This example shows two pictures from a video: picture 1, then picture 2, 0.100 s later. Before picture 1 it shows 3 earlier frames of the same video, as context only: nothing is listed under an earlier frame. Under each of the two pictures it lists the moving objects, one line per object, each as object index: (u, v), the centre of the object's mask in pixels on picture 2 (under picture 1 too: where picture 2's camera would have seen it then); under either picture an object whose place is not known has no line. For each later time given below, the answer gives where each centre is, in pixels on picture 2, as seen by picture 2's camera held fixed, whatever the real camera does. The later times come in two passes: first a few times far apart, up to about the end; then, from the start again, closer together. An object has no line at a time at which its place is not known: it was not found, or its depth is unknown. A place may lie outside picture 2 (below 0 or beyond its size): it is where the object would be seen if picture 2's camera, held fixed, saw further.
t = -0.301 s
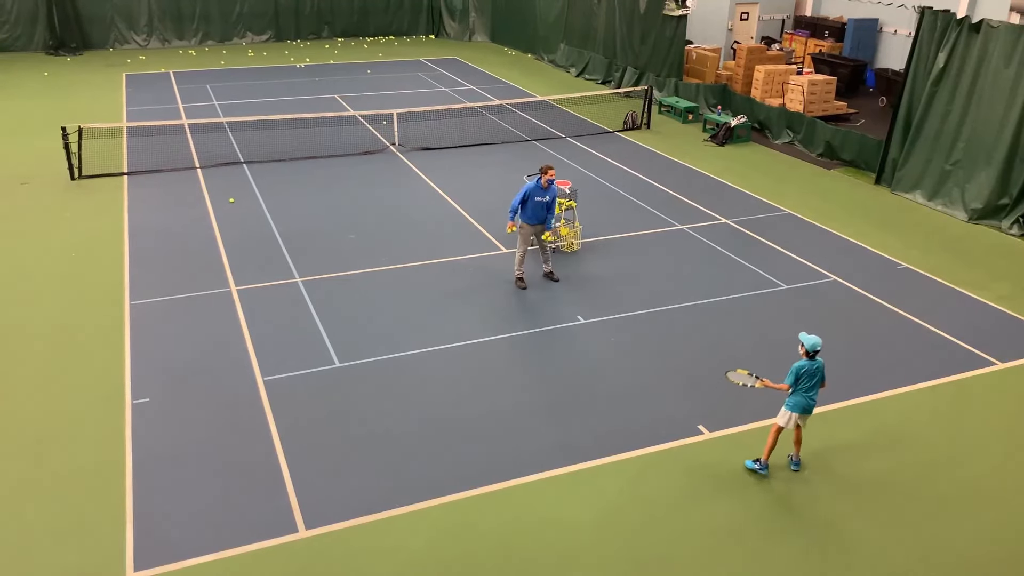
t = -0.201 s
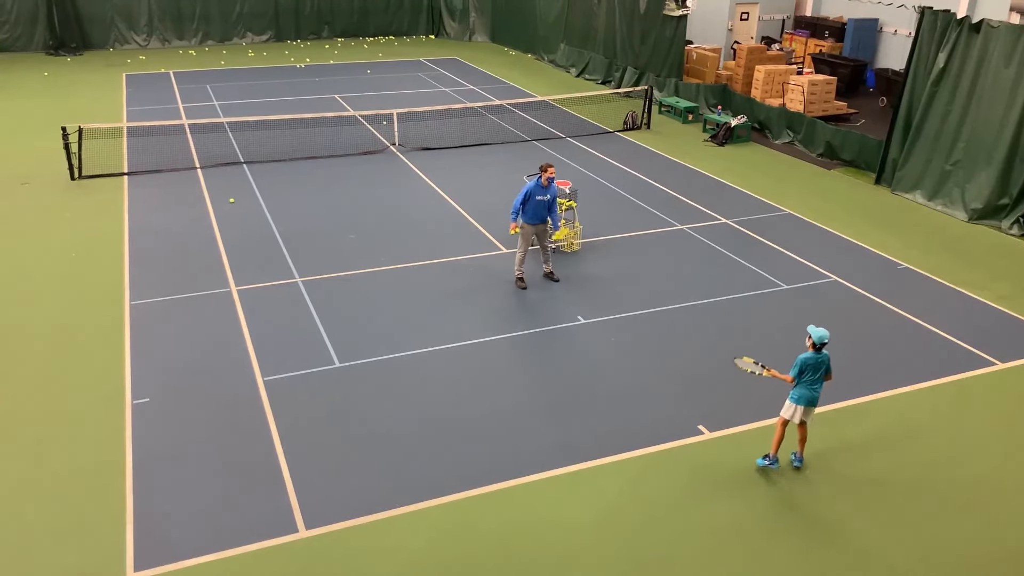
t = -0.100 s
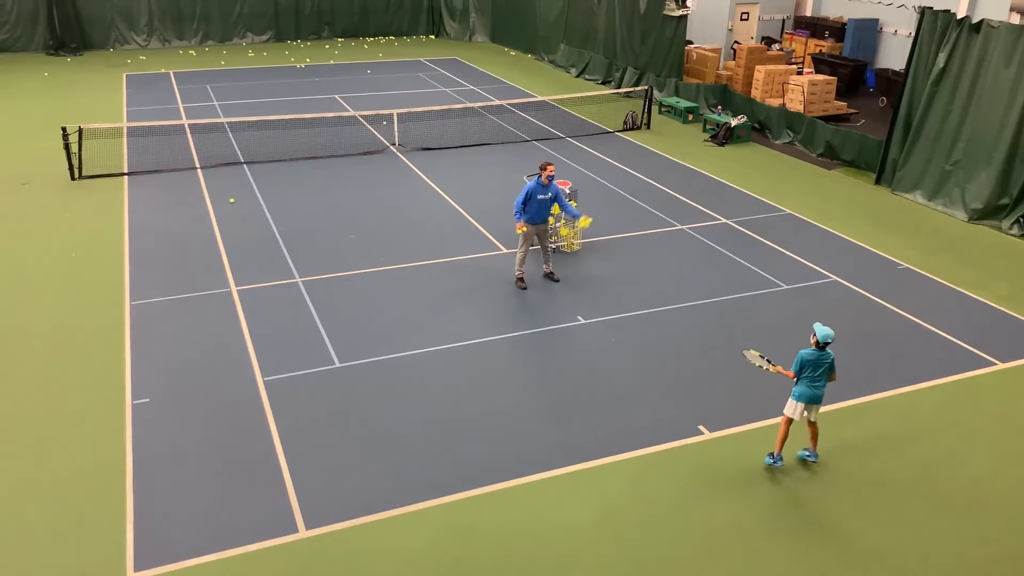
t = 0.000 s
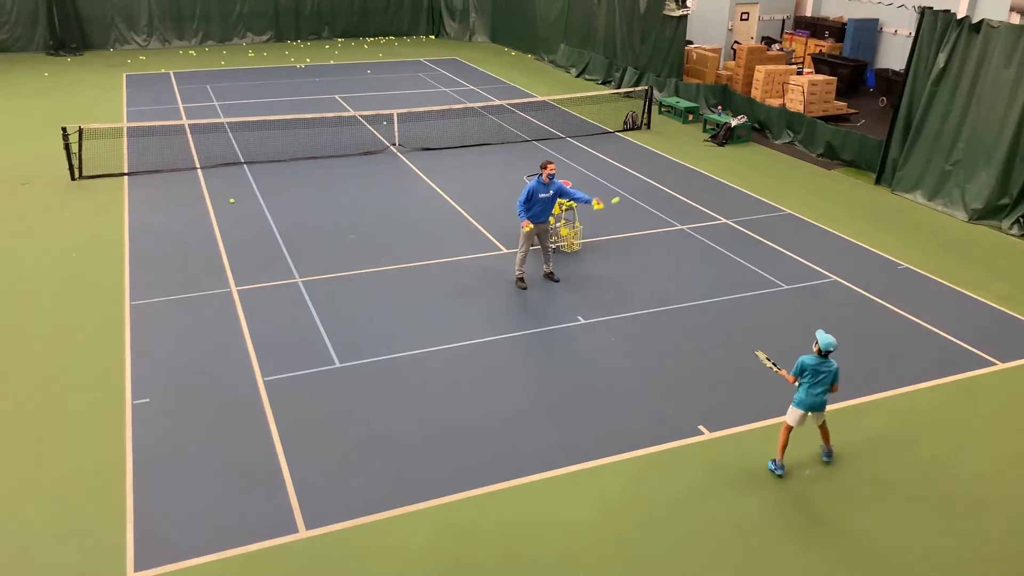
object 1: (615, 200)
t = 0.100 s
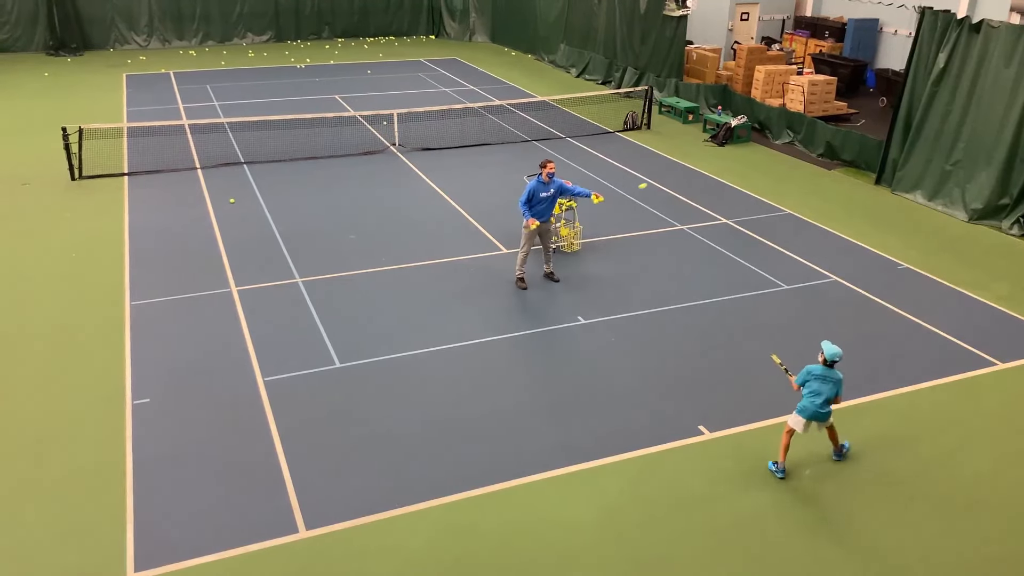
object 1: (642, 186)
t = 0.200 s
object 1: (670, 178)
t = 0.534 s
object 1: (762, 207)
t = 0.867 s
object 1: (843, 322)
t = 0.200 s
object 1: (670, 178)
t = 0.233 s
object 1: (680, 177)
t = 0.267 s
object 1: (690, 177)
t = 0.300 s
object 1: (699, 178)
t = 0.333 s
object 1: (708, 180)
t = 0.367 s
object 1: (717, 182)
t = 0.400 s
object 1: (726, 185)
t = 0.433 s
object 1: (735, 190)
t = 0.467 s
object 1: (745, 194)
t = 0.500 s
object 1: (754, 200)
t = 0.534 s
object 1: (762, 207)
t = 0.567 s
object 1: (772, 215)
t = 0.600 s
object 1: (780, 224)
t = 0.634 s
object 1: (789, 233)
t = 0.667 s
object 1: (797, 244)
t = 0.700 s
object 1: (806, 255)
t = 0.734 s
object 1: (814, 266)
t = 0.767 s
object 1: (821, 279)
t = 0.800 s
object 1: (829, 293)
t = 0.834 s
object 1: (836, 307)
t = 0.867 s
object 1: (843, 322)
